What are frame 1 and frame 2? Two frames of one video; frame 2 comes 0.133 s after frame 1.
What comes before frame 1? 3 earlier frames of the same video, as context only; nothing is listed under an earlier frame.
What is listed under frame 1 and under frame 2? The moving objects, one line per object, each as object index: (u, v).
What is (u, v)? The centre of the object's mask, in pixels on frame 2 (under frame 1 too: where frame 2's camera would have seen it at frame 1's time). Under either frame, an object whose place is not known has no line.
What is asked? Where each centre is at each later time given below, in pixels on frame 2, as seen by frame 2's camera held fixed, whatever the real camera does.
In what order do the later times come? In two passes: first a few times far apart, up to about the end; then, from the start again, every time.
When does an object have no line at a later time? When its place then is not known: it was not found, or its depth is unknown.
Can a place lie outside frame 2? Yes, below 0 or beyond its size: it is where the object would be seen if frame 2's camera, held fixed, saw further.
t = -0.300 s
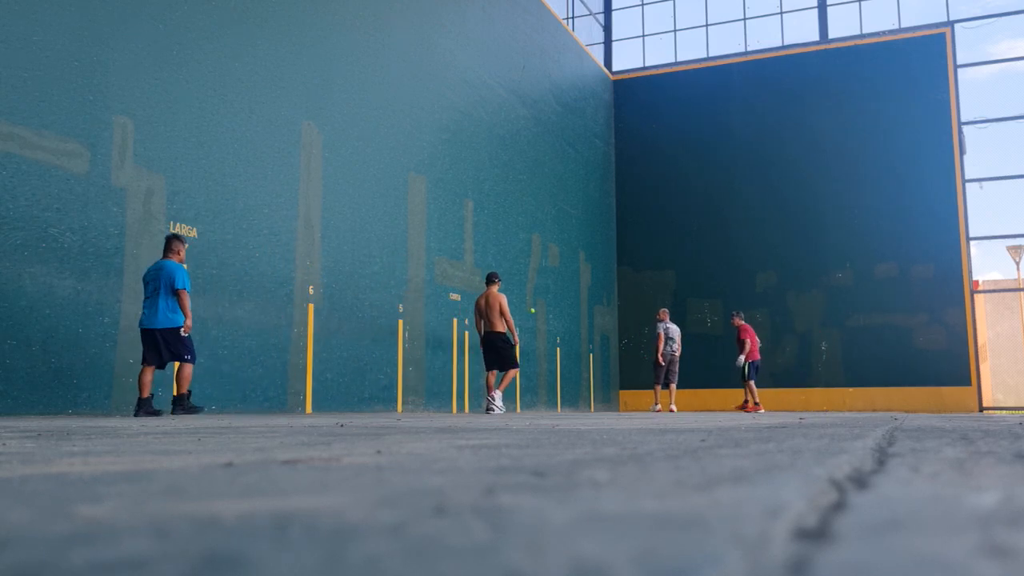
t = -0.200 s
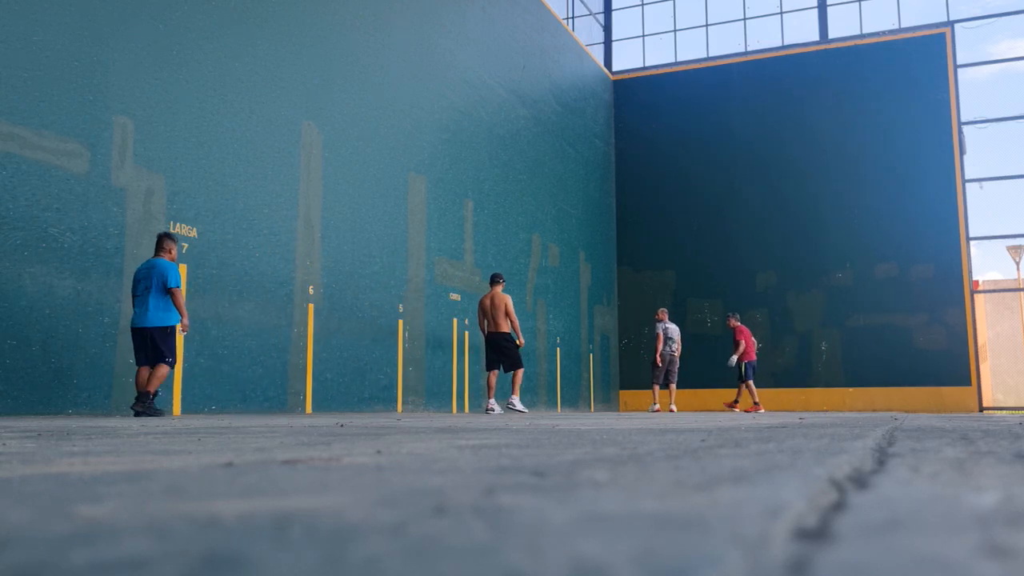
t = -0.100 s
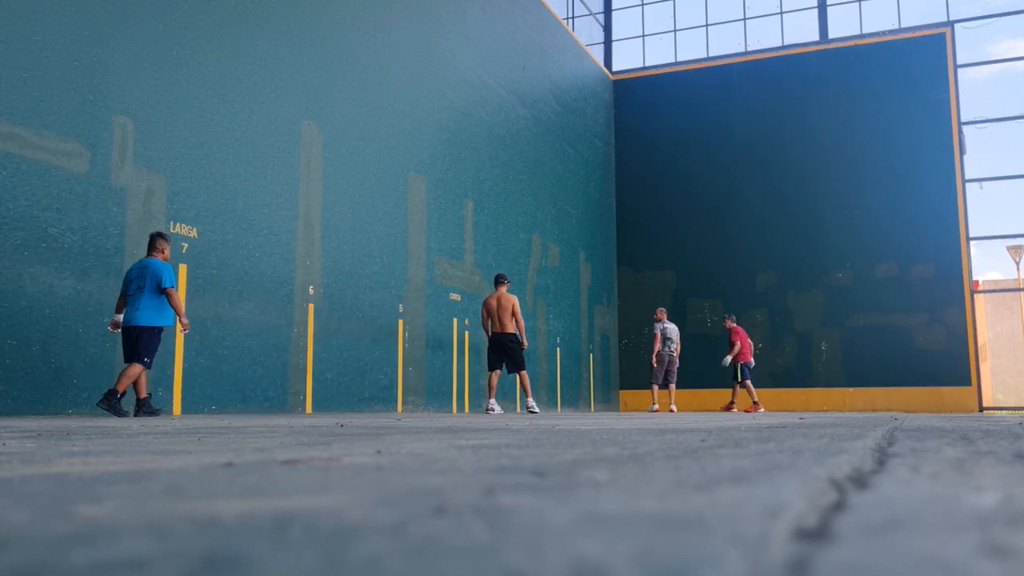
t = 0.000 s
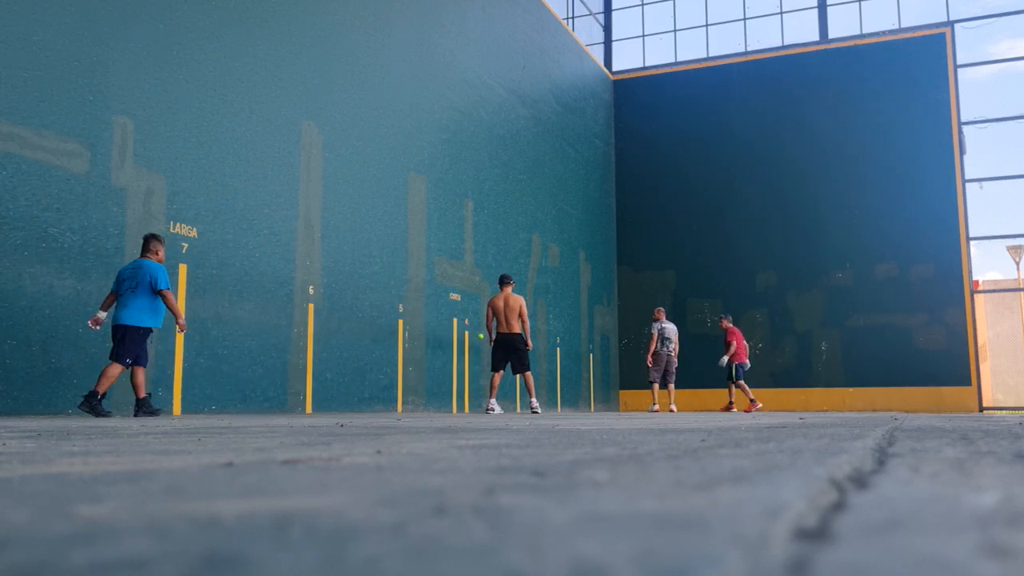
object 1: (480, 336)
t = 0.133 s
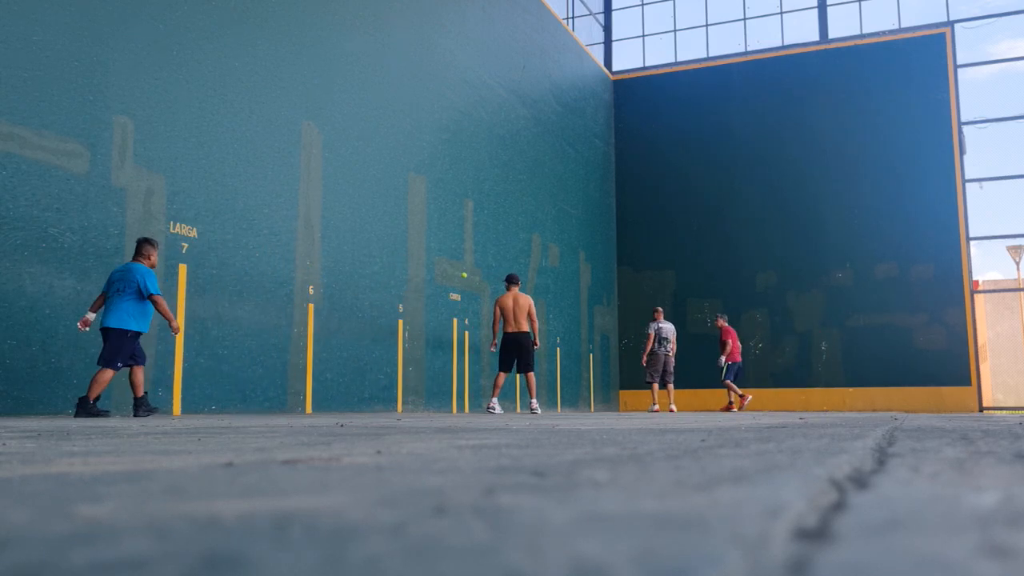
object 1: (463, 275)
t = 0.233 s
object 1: (451, 236)
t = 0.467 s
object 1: (417, 170)
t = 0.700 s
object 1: (380, 138)
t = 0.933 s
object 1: (337, 150)
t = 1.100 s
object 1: (303, 191)
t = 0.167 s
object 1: (459, 261)
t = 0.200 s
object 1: (455, 248)
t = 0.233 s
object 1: (451, 236)
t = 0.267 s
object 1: (446, 224)
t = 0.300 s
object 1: (441, 214)
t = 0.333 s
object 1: (437, 203)
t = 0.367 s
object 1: (432, 194)
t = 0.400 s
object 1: (427, 184)
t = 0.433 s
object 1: (422, 176)
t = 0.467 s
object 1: (417, 170)
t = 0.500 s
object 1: (412, 162)
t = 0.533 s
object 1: (407, 157)
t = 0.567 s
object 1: (402, 151)
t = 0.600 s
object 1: (397, 147)
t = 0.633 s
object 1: (391, 143)
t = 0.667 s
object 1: (386, 140)
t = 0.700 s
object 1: (380, 138)
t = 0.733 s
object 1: (374, 137)
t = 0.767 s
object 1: (368, 137)
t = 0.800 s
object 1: (363, 138)
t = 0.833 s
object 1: (356, 139)
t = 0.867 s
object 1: (350, 142)
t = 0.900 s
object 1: (344, 146)
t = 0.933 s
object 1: (337, 150)
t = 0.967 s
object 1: (331, 156)
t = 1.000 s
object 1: (324, 163)
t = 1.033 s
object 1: (317, 171)
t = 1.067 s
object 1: (310, 181)
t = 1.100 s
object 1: (303, 191)
